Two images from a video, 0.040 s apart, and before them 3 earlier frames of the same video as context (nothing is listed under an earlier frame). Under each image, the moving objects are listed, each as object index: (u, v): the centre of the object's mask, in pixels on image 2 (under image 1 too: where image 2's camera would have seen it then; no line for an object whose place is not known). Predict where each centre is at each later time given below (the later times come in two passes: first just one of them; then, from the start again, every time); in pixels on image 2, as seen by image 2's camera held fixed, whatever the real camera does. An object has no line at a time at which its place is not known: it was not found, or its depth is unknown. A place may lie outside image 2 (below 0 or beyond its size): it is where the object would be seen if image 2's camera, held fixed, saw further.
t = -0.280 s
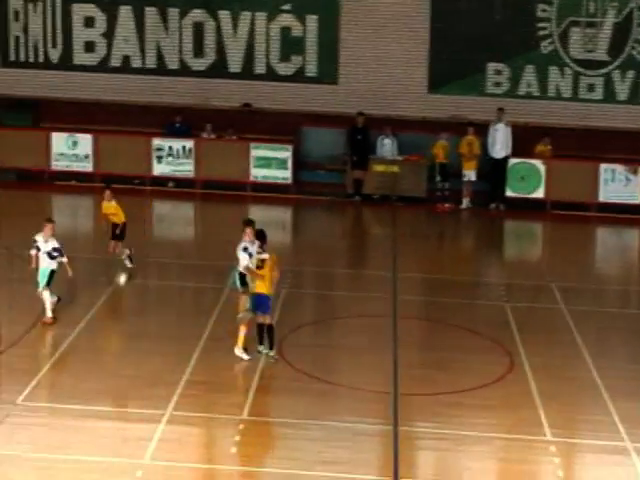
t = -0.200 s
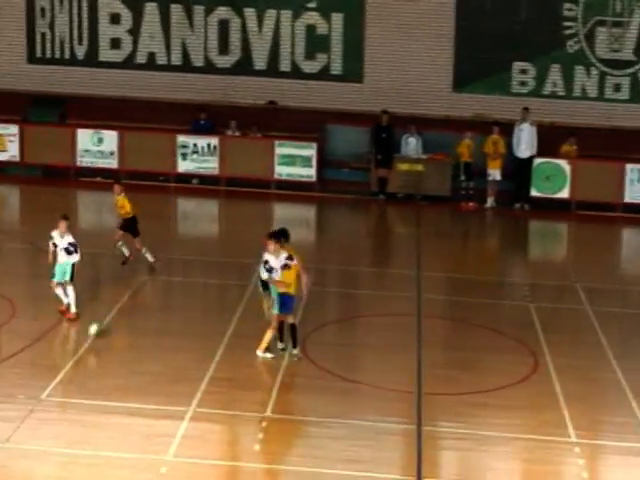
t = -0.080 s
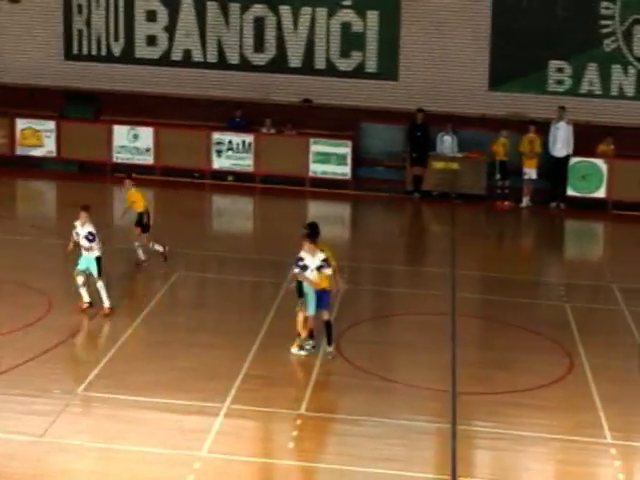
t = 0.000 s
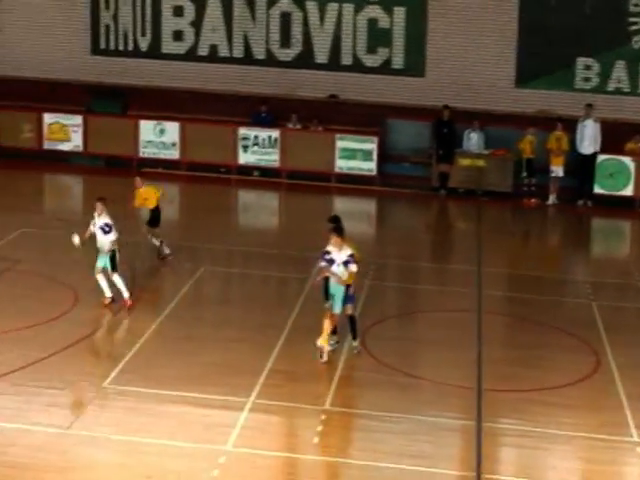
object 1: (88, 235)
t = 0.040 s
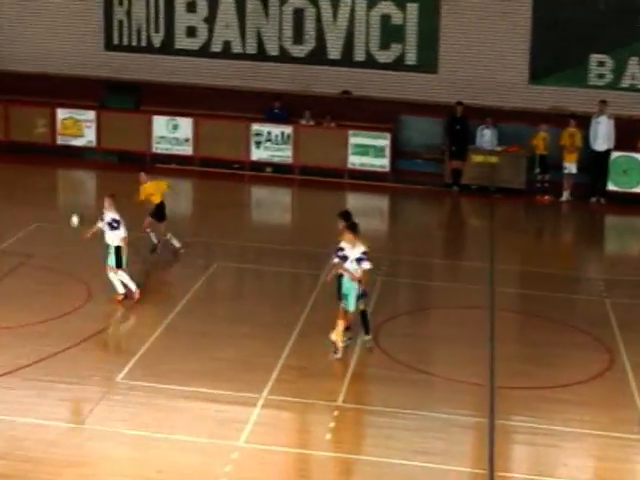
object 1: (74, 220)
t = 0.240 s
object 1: (4, 168)
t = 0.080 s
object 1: (61, 207)
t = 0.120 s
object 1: (46, 195)
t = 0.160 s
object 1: (32, 185)
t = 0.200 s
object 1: (18, 175)
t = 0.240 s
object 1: (4, 168)
